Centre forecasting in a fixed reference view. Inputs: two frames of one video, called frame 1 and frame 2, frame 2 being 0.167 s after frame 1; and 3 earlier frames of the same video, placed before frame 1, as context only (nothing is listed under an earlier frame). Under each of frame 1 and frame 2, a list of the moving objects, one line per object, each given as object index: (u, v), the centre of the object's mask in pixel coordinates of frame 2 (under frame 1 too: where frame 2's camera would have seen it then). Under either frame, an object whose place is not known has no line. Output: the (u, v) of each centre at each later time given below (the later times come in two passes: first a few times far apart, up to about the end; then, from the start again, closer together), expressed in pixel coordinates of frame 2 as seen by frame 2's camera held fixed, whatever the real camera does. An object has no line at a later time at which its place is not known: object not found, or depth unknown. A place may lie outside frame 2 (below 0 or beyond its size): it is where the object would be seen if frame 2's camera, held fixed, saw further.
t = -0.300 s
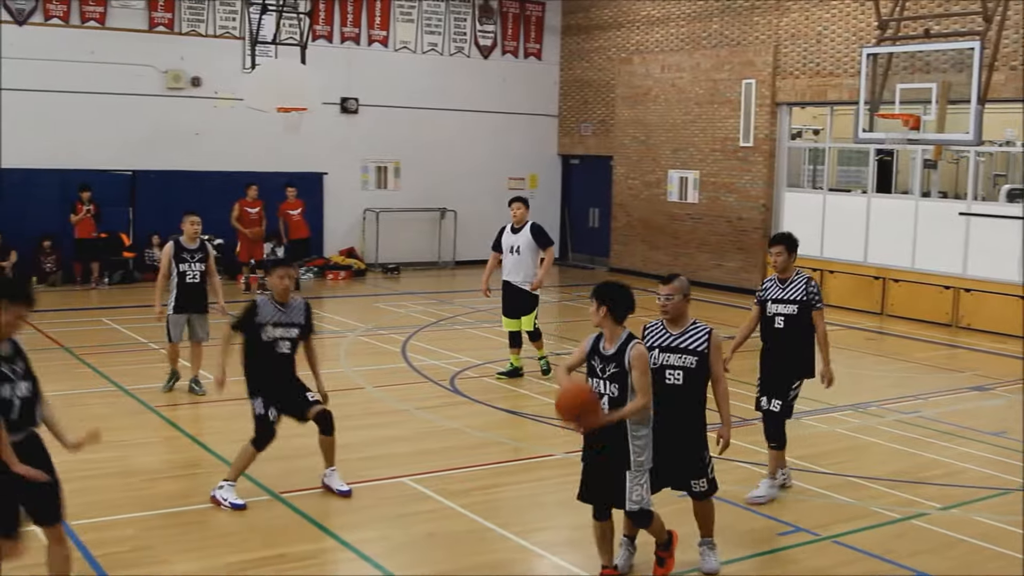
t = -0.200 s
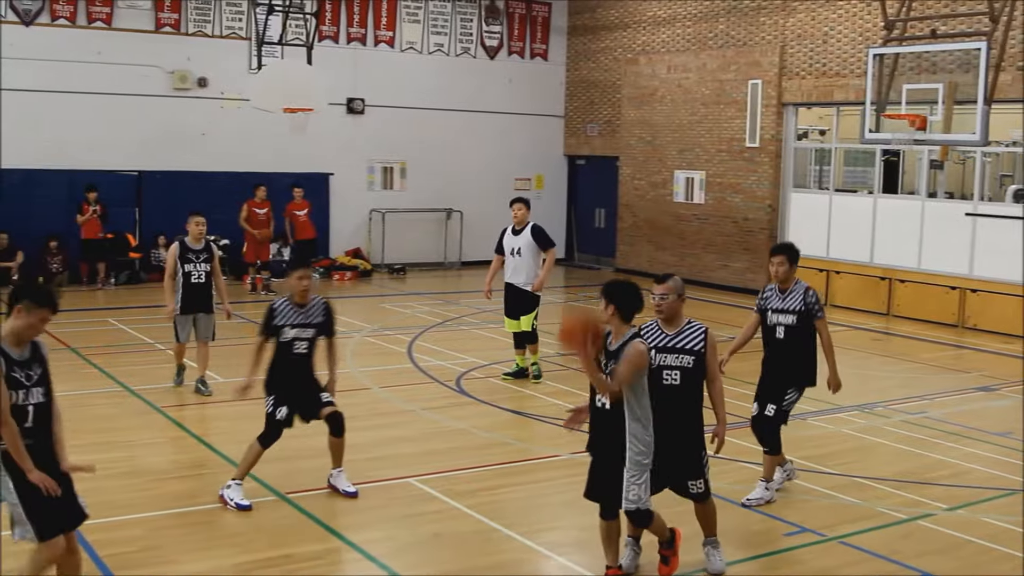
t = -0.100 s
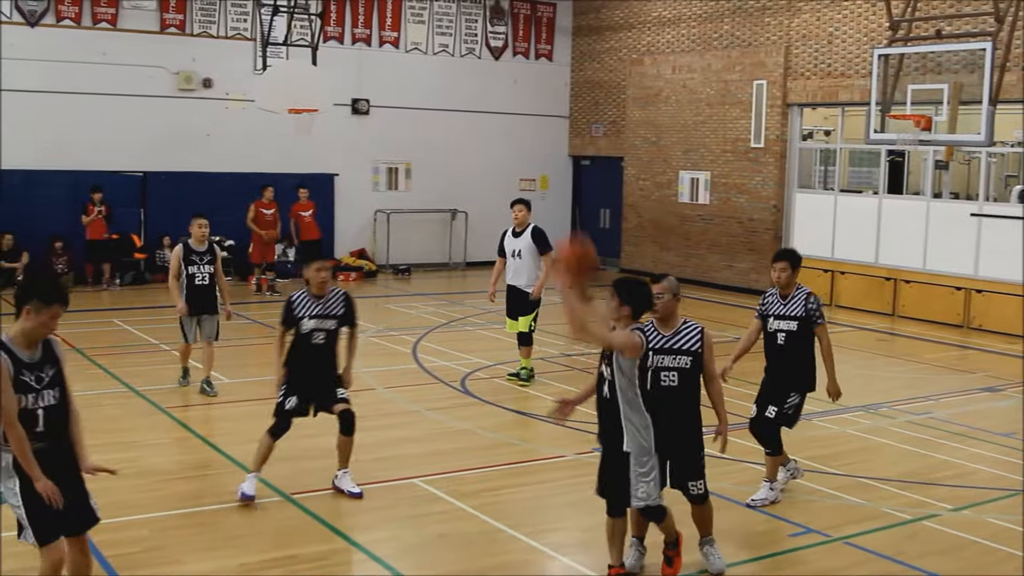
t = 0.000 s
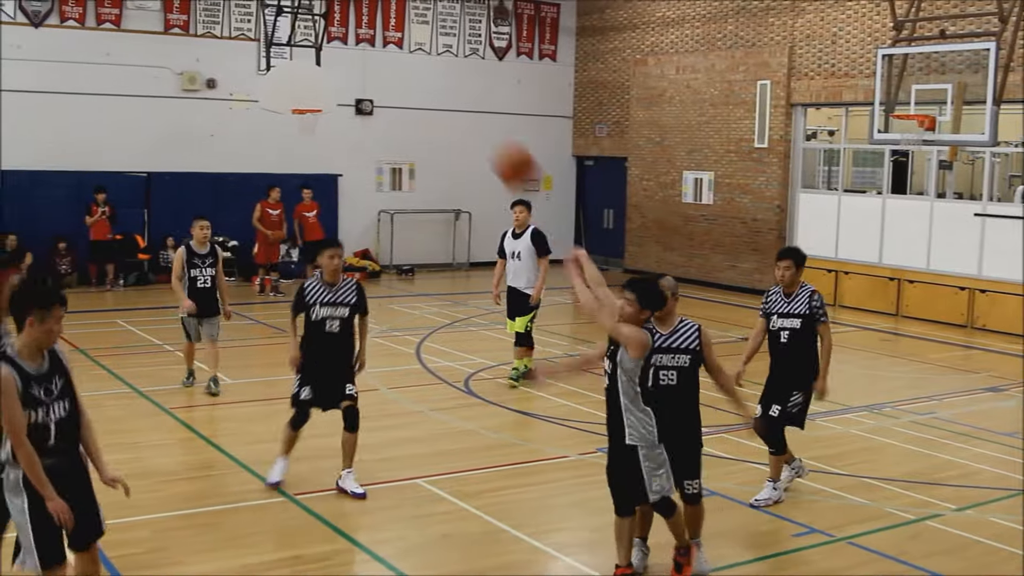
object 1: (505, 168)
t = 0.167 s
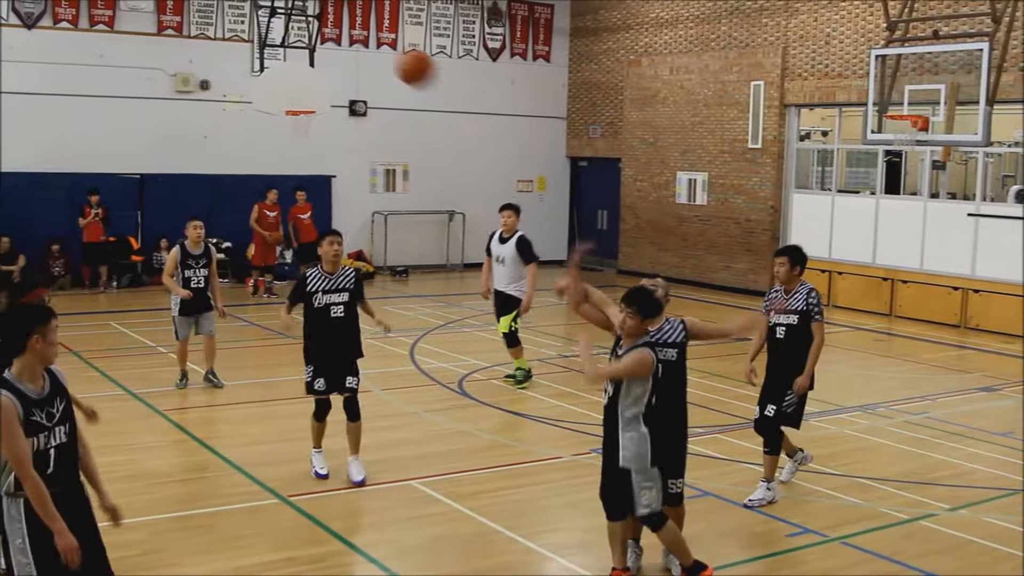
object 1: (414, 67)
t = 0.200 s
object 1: (398, 55)
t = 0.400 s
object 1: (313, 19)
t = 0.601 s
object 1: (244, 40)
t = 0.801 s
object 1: (194, 99)
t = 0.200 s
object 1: (398, 55)
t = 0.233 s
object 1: (383, 43)
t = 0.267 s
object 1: (369, 35)
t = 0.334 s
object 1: (338, 23)
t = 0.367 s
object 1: (327, 23)
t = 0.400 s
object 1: (313, 19)
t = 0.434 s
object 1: (299, 20)
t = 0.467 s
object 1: (288, 21)
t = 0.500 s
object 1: (276, 25)
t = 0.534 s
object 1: (263, 28)
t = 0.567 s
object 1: (254, 33)
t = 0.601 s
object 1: (244, 40)
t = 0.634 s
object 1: (235, 47)
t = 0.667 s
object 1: (227, 55)
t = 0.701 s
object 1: (218, 65)
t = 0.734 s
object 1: (210, 75)
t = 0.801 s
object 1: (194, 99)
